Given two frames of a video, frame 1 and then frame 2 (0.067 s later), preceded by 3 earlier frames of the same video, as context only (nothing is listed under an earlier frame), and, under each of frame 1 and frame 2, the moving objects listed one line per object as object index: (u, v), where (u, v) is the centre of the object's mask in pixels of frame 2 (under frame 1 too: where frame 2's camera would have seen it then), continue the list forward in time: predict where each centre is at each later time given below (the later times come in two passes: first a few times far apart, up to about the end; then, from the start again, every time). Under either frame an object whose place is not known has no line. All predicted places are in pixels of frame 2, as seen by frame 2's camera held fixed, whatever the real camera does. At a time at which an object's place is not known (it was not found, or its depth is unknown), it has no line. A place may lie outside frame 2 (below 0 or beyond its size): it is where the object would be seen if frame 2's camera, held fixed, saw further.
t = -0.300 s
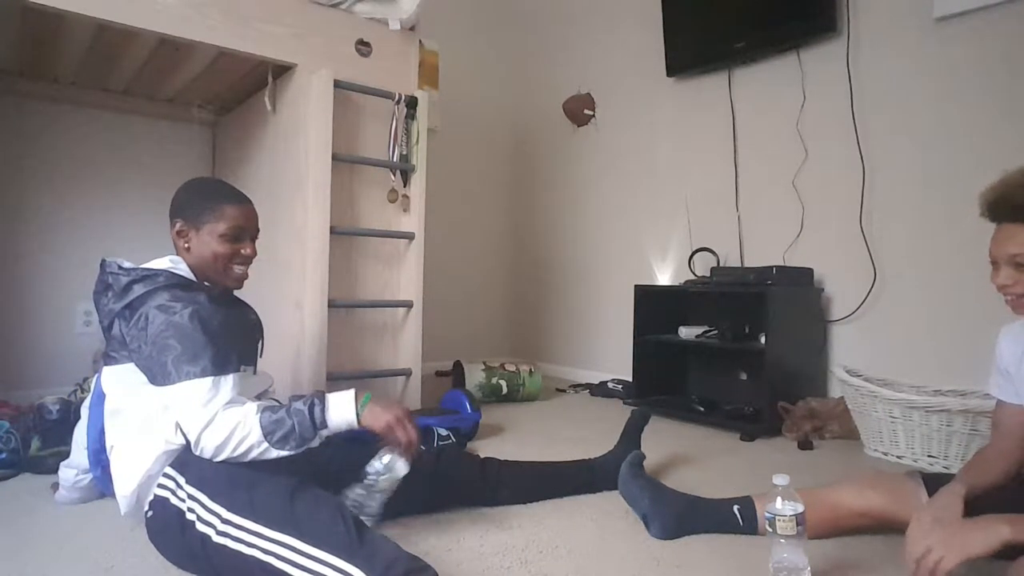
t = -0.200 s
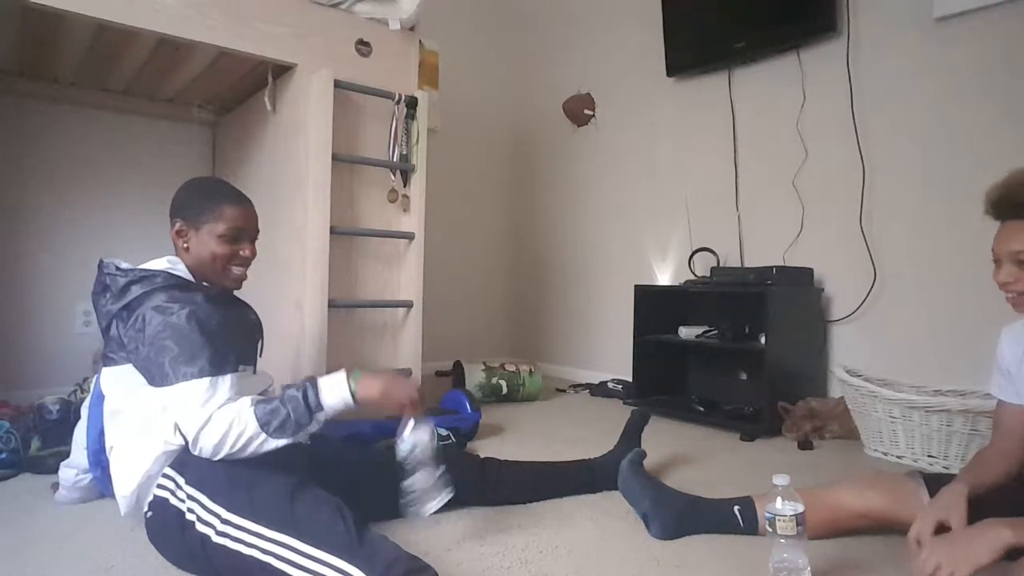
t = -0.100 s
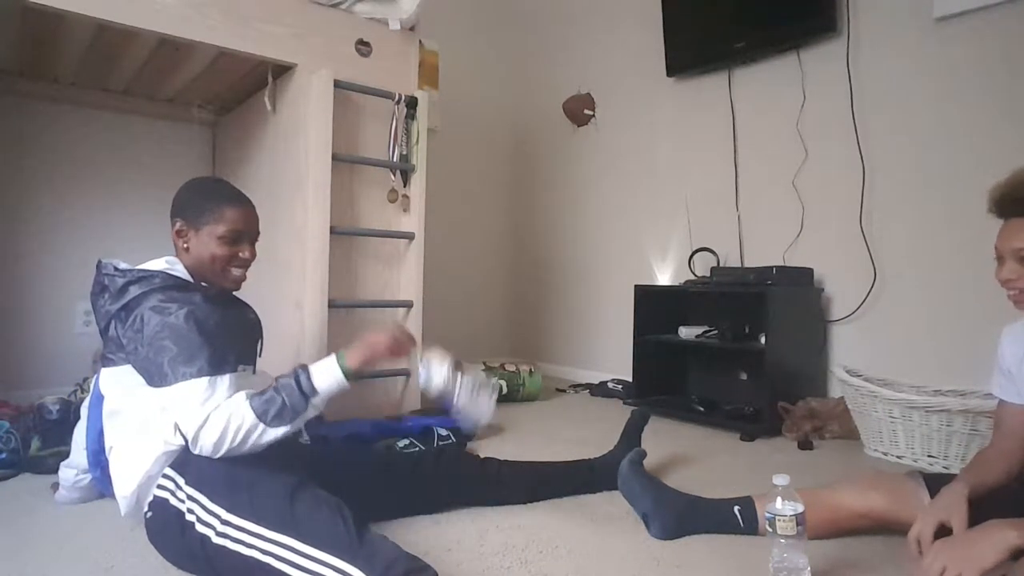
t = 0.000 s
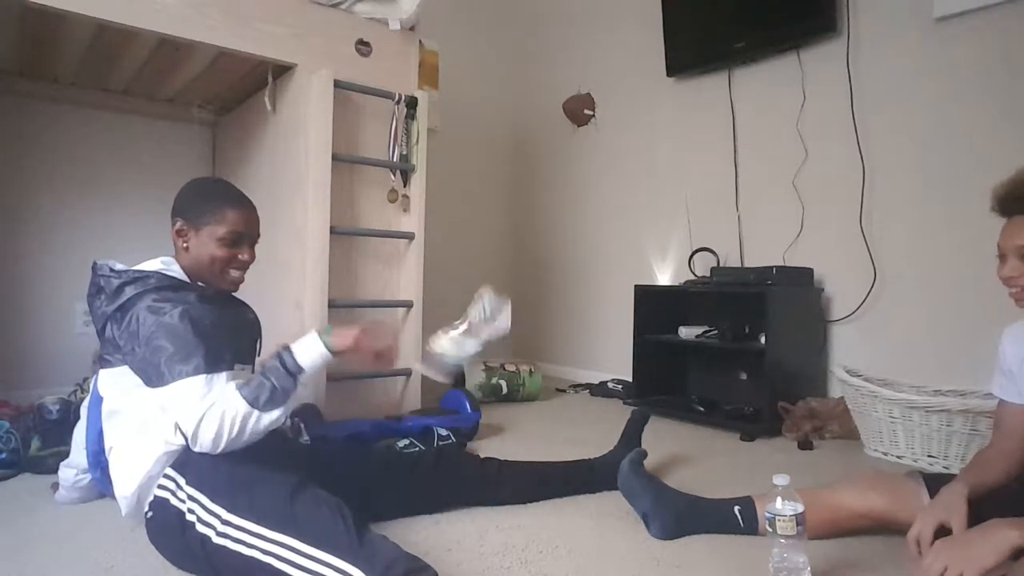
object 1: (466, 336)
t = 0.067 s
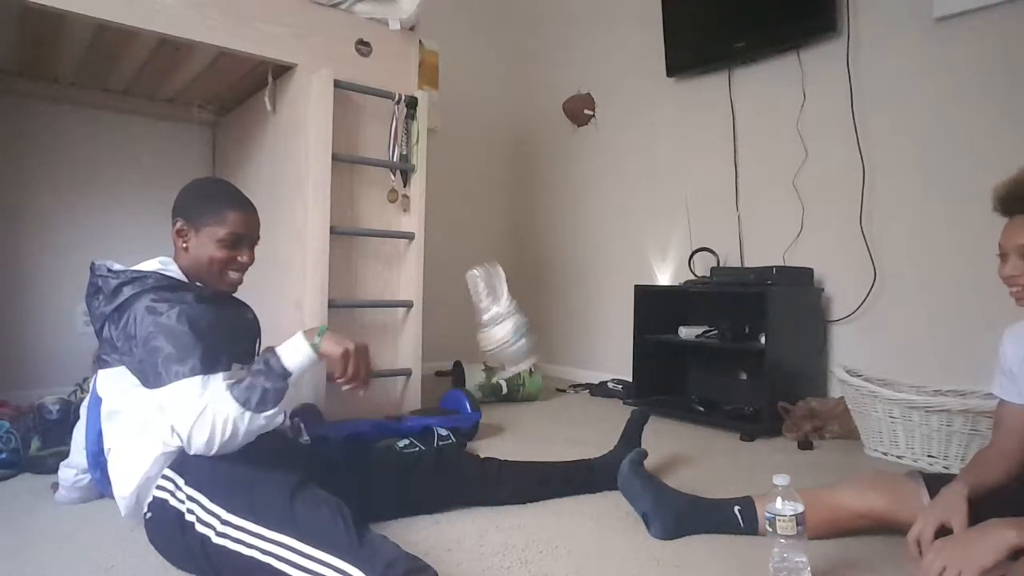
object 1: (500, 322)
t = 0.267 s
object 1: (505, 341)
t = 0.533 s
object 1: (495, 523)
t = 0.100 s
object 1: (514, 307)
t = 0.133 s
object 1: (517, 294)
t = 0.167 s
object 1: (514, 291)
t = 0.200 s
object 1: (509, 300)
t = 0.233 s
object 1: (507, 316)
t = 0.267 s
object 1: (505, 341)
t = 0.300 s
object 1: (505, 374)
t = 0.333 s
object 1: (503, 415)
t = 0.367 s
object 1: (504, 456)
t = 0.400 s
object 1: (504, 509)
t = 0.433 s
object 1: (504, 523)
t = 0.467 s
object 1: (500, 522)
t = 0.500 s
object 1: (498, 522)
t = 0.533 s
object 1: (495, 523)
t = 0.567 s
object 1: (494, 523)
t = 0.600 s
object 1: (492, 522)
